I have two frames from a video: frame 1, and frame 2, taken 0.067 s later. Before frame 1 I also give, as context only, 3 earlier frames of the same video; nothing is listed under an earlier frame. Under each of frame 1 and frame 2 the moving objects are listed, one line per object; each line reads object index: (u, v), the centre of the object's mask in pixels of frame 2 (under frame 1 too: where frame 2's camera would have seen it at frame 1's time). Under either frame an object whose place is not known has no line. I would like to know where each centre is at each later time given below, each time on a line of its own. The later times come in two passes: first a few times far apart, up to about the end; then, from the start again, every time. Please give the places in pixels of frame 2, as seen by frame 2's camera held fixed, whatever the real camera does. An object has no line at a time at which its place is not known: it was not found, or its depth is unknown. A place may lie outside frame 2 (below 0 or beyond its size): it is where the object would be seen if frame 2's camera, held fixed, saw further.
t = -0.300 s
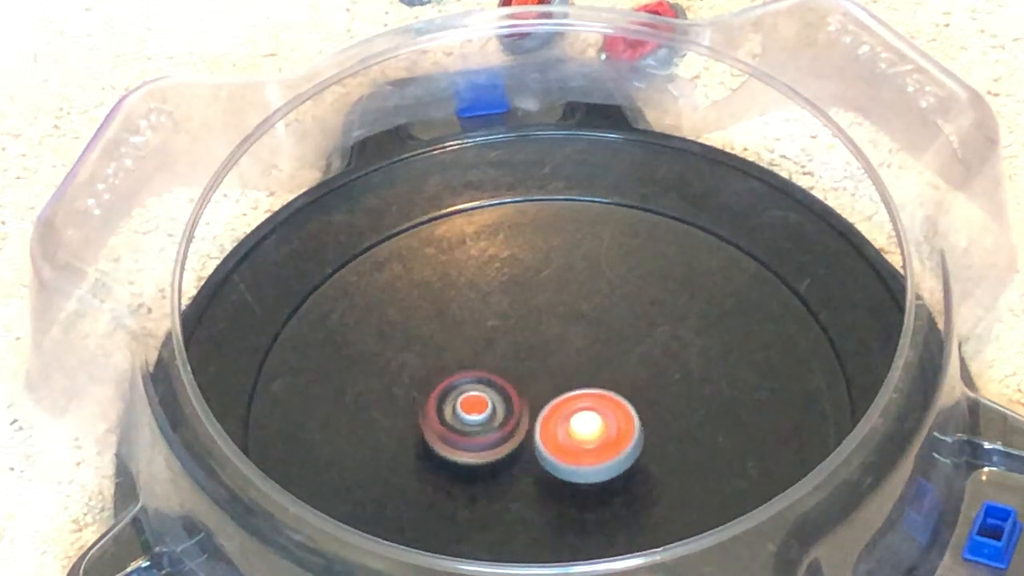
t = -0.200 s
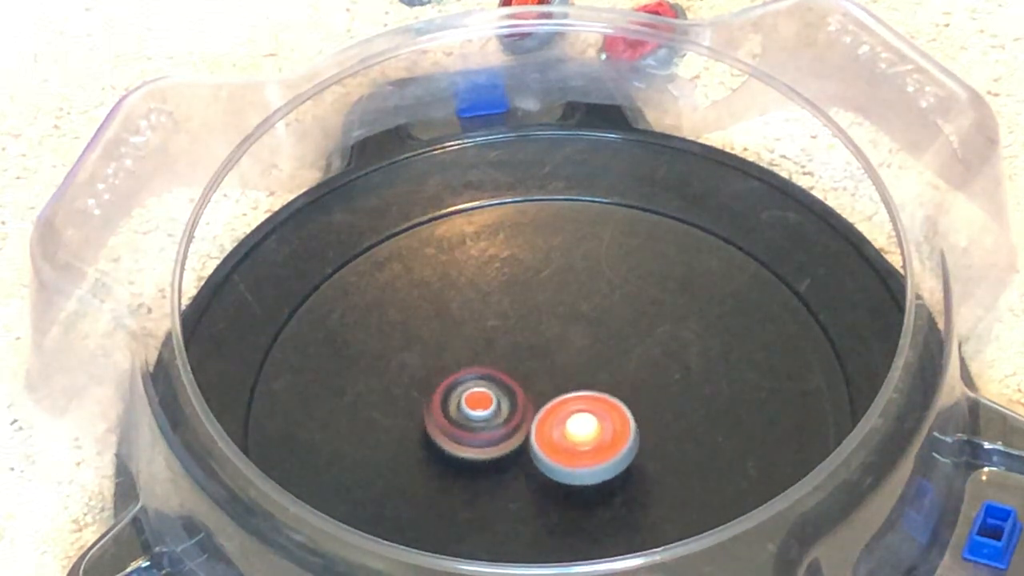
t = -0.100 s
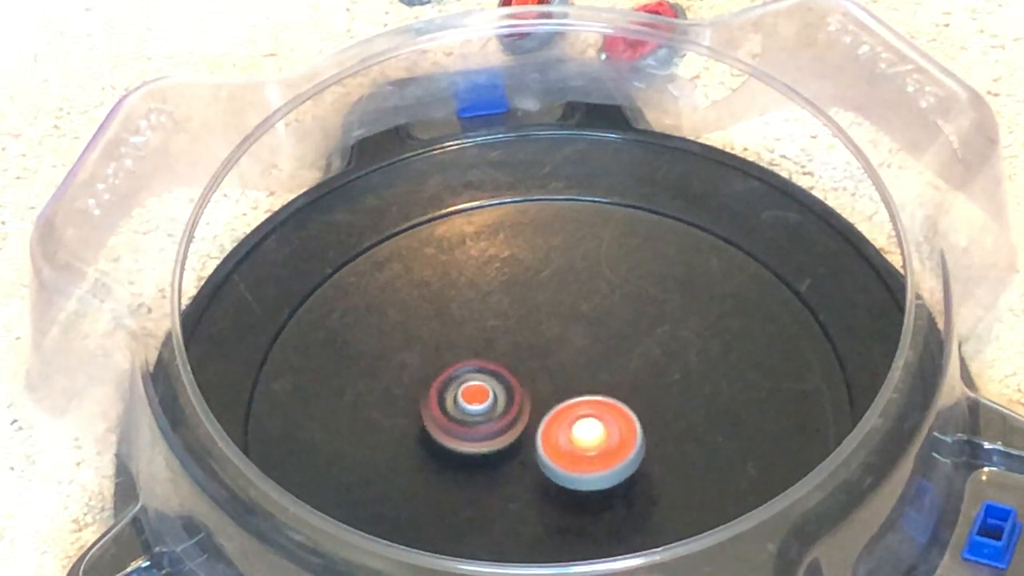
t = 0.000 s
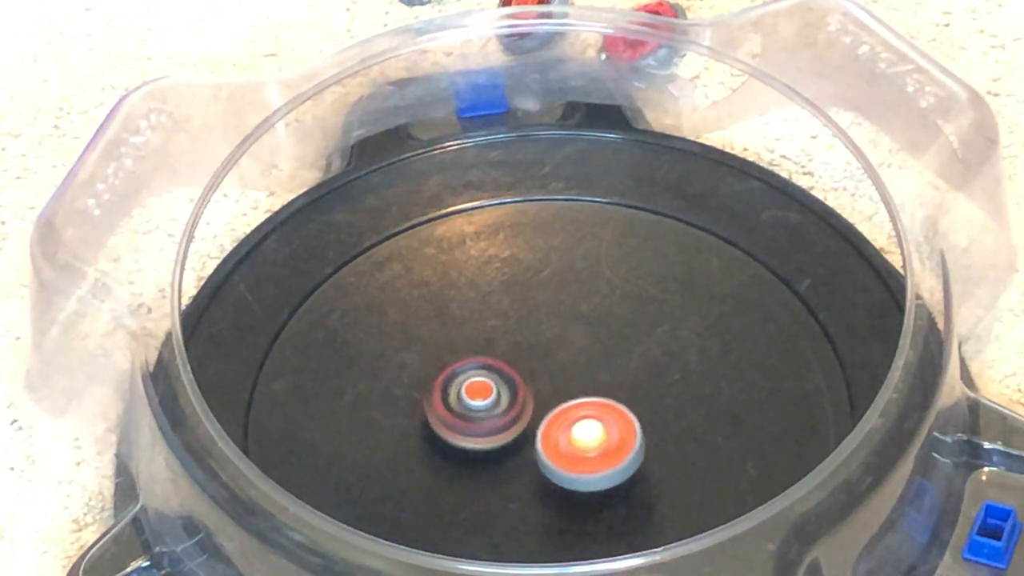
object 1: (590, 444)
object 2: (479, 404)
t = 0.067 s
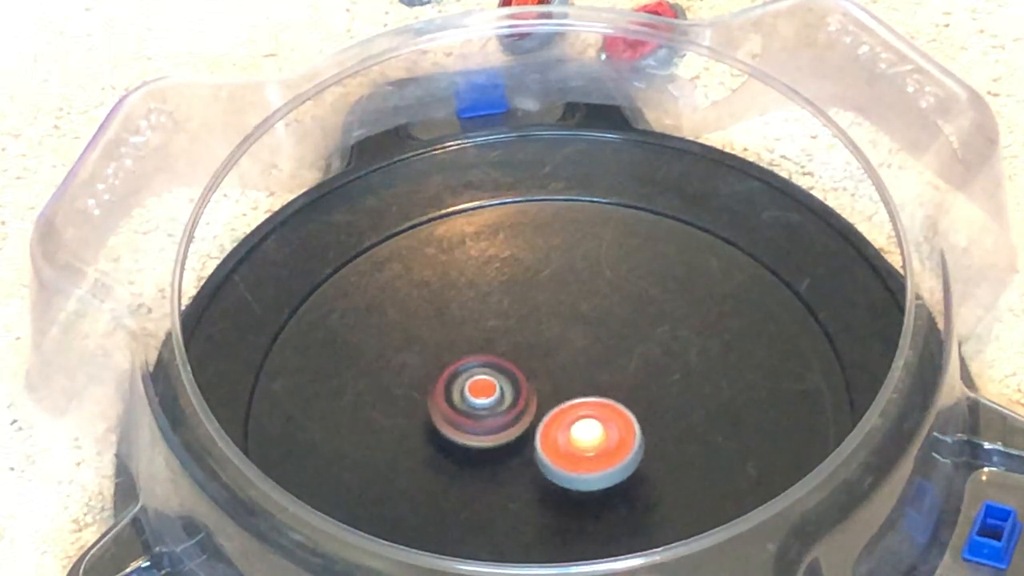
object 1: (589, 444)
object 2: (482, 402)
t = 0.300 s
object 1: (584, 446)
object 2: (491, 396)
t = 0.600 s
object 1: (579, 447)
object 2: (505, 388)
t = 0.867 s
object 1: (577, 451)
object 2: (514, 383)
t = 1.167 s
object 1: (576, 454)
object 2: (523, 378)
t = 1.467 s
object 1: (574, 458)
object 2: (530, 369)
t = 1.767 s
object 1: (563, 453)
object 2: (538, 371)
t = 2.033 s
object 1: (553, 454)
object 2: (544, 370)
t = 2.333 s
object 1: (547, 458)
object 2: (551, 371)
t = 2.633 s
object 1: (549, 461)
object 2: (562, 368)
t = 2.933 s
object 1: (552, 454)
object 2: (574, 370)
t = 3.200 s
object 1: (550, 456)
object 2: (586, 371)
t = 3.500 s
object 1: (546, 460)
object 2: (595, 373)
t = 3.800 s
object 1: (547, 459)
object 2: (602, 381)
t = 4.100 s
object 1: (541, 458)
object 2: (608, 380)
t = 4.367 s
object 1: (536, 451)
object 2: (612, 384)
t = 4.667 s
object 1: (529, 449)
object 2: (627, 384)
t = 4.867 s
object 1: (532, 441)
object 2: (631, 391)
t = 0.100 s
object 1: (588, 443)
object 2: (483, 401)
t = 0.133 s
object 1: (586, 443)
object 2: (485, 400)
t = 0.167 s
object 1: (584, 443)
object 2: (487, 400)
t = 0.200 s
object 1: (582, 442)
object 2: (489, 399)
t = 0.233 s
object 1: (581, 442)
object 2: (490, 399)
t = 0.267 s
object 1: (584, 444)
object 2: (489, 397)
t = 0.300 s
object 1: (584, 446)
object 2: (491, 396)
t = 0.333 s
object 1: (583, 446)
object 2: (493, 395)
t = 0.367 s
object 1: (582, 446)
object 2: (495, 394)
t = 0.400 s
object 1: (582, 446)
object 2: (496, 393)
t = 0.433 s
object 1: (581, 445)
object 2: (497, 392)
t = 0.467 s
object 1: (580, 444)
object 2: (498, 391)
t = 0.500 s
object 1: (581, 446)
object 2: (499, 390)
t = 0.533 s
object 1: (581, 447)
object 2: (501, 389)
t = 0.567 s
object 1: (580, 447)
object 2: (503, 389)
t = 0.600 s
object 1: (579, 447)
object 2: (505, 388)
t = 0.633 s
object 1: (579, 448)
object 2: (506, 388)
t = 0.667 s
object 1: (578, 449)
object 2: (508, 387)
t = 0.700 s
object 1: (577, 449)
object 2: (509, 386)
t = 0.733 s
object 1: (577, 450)
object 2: (510, 386)
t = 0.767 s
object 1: (577, 450)
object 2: (511, 385)
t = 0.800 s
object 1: (577, 451)
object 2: (512, 384)
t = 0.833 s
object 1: (576, 451)
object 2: (514, 384)
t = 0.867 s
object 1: (577, 451)
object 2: (514, 383)
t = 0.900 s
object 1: (577, 452)
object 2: (516, 383)
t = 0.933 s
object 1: (577, 452)
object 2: (517, 382)
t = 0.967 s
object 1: (576, 451)
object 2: (518, 382)
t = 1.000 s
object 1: (577, 452)
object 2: (519, 381)
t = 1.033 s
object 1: (577, 452)
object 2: (520, 381)
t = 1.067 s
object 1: (576, 452)
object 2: (521, 381)
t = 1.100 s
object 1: (575, 452)
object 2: (522, 380)
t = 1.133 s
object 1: (575, 451)
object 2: (523, 379)
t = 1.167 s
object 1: (576, 454)
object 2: (523, 378)
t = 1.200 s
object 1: (576, 455)
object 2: (524, 377)
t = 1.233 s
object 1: (576, 455)
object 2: (525, 377)
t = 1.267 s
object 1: (575, 455)
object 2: (526, 376)
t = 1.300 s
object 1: (575, 454)
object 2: (526, 376)
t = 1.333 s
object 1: (574, 453)
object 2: (527, 376)
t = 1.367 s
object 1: (573, 451)
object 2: (528, 376)
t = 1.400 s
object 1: (574, 453)
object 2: (528, 374)
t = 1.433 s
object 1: (574, 457)
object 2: (528, 369)
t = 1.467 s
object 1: (574, 458)
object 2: (530, 369)
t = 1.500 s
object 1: (573, 459)
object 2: (531, 369)
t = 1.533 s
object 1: (572, 459)
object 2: (532, 369)
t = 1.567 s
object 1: (571, 458)
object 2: (533, 369)
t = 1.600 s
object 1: (570, 457)
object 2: (534, 370)
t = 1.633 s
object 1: (568, 457)
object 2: (535, 370)
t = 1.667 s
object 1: (567, 456)
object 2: (536, 371)
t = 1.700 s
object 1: (566, 455)
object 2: (537, 371)
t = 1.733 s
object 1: (564, 454)
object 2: (537, 371)
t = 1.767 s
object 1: (563, 453)
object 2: (538, 371)
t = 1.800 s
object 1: (562, 456)
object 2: (537, 369)
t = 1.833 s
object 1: (560, 456)
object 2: (539, 369)
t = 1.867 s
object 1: (559, 456)
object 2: (539, 369)
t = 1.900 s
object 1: (557, 455)
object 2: (540, 370)
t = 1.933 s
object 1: (557, 454)
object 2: (542, 370)
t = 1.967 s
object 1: (556, 453)
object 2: (543, 370)
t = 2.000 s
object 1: (554, 454)
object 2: (543, 370)
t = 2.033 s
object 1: (553, 454)
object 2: (544, 370)
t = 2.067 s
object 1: (552, 454)
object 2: (545, 370)
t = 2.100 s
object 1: (550, 456)
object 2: (545, 371)
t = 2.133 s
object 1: (550, 455)
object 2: (546, 371)
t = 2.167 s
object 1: (549, 455)
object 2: (547, 371)
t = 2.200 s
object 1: (549, 457)
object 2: (547, 370)
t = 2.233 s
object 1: (548, 459)
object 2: (549, 370)
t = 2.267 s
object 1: (547, 459)
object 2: (549, 370)
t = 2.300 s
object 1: (547, 458)
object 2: (550, 370)
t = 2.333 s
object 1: (547, 458)
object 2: (551, 371)
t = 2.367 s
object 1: (547, 457)
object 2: (552, 371)
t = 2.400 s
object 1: (547, 457)
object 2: (553, 372)
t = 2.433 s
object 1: (547, 457)
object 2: (554, 372)
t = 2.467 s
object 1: (546, 462)
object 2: (556, 367)
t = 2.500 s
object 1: (545, 463)
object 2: (557, 366)
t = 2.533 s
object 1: (546, 463)
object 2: (559, 366)
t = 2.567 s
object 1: (547, 463)
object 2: (560, 367)
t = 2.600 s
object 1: (548, 462)
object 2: (561, 367)
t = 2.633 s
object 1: (549, 461)
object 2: (562, 368)
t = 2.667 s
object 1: (550, 460)
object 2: (563, 369)
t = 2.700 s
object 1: (550, 459)
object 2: (564, 370)
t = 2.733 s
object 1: (551, 457)
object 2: (566, 370)
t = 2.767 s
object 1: (552, 455)
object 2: (567, 370)
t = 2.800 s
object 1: (552, 455)
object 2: (568, 370)
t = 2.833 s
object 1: (551, 457)
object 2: (570, 368)
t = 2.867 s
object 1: (551, 457)
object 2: (572, 368)
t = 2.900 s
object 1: (551, 455)
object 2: (573, 369)
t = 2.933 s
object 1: (552, 454)
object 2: (574, 370)
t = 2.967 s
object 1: (553, 453)
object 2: (576, 370)
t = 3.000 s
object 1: (552, 454)
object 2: (577, 370)
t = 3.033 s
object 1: (552, 454)
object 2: (578, 370)
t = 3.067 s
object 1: (552, 453)
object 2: (580, 371)
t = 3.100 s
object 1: (552, 453)
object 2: (581, 371)
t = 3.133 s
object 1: (552, 453)
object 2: (582, 371)
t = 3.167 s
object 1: (551, 453)
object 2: (584, 372)
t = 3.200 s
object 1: (550, 456)
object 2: (586, 371)
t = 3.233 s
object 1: (548, 458)
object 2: (588, 370)
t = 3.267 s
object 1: (547, 458)
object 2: (589, 371)
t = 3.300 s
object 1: (547, 458)
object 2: (590, 372)
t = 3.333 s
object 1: (548, 458)
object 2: (590, 373)
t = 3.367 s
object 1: (548, 458)
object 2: (591, 374)
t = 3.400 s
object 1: (548, 457)
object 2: (592, 375)
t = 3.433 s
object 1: (549, 456)
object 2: (592, 376)
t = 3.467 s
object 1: (549, 455)
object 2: (593, 377)
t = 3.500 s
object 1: (546, 460)
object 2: (595, 373)
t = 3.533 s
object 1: (543, 462)
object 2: (598, 370)
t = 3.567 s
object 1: (543, 462)
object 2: (599, 371)
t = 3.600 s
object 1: (543, 463)
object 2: (600, 372)
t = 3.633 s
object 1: (544, 463)
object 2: (600, 373)
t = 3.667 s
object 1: (545, 463)
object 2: (601, 374)
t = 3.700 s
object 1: (545, 462)
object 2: (601, 376)
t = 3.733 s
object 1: (546, 461)
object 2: (602, 377)
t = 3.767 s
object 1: (546, 460)
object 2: (602, 379)
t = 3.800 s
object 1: (547, 459)
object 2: (602, 381)
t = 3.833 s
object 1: (547, 457)
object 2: (602, 383)
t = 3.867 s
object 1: (543, 461)
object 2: (605, 380)
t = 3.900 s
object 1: (540, 463)
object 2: (608, 375)
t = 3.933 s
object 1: (539, 463)
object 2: (609, 375)
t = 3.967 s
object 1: (538, 463)
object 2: (609, 376)
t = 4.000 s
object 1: (539, 461)
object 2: (609, 377)
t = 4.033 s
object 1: (539, 460)
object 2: (609, 378)
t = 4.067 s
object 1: (540, 459)
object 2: (609, 379)
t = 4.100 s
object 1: (541, 458)
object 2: (608, 380)
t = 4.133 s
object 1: (541, 456)
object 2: (608, 382)
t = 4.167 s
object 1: (542, 455)
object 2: (608, 383)
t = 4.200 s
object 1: (543, 453)
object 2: (607, 384)
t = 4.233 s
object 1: (539, 456)
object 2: (610, 381)
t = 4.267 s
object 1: (537, 455)
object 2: (611, 381)
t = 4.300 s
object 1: (535, 453)
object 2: (611, 382)
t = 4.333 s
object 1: (536, 452)
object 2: (611, 383)
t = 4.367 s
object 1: (536, 451)
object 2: (612, 384)
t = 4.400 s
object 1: (537, 449)
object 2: (613, 385)
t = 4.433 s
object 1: (537, 450)
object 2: (614, 385)
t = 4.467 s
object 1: (530, 454)
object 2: (621, 380)
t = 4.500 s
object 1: (527, 454)
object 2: (624, 379)
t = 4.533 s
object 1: (527, 453)
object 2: (625, 380)
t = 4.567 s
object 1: (527, 453)
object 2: (626, 381)
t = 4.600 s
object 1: (527, 452)
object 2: (626, 382)
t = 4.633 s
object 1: (528, 451)
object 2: (627, 383)
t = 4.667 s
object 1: (529, 449)
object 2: (627, 384)
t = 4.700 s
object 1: (530, 448)
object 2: (627, 386)
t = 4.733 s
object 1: (531, 446)
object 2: (627, 387)
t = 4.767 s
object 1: (532, 445)
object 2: (627, 389)
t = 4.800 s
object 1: (533, 443)
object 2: (627, 391)
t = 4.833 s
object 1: (535, 441)
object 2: (627, 392)
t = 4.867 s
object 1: (532, 441)
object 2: (631, 391)
